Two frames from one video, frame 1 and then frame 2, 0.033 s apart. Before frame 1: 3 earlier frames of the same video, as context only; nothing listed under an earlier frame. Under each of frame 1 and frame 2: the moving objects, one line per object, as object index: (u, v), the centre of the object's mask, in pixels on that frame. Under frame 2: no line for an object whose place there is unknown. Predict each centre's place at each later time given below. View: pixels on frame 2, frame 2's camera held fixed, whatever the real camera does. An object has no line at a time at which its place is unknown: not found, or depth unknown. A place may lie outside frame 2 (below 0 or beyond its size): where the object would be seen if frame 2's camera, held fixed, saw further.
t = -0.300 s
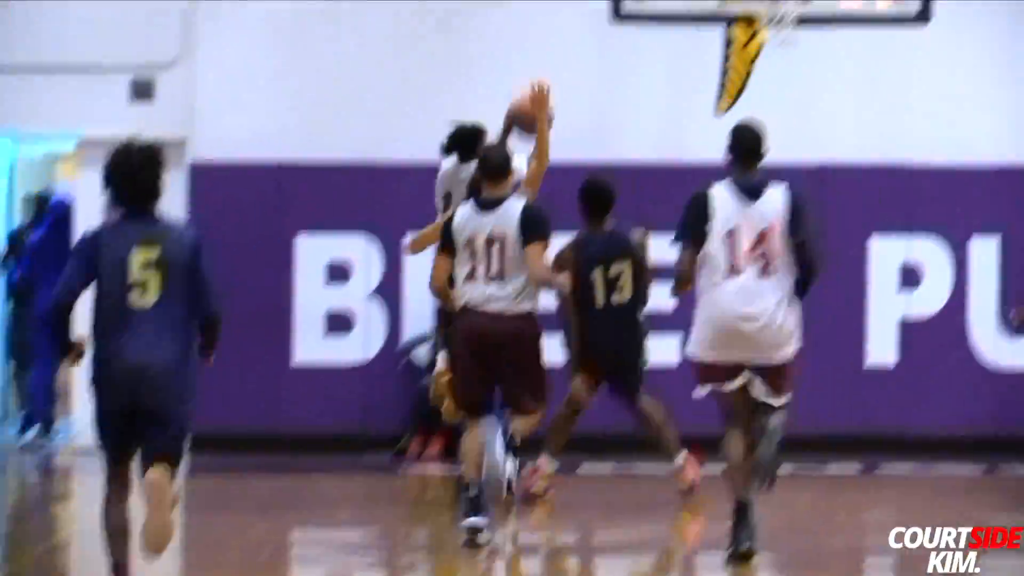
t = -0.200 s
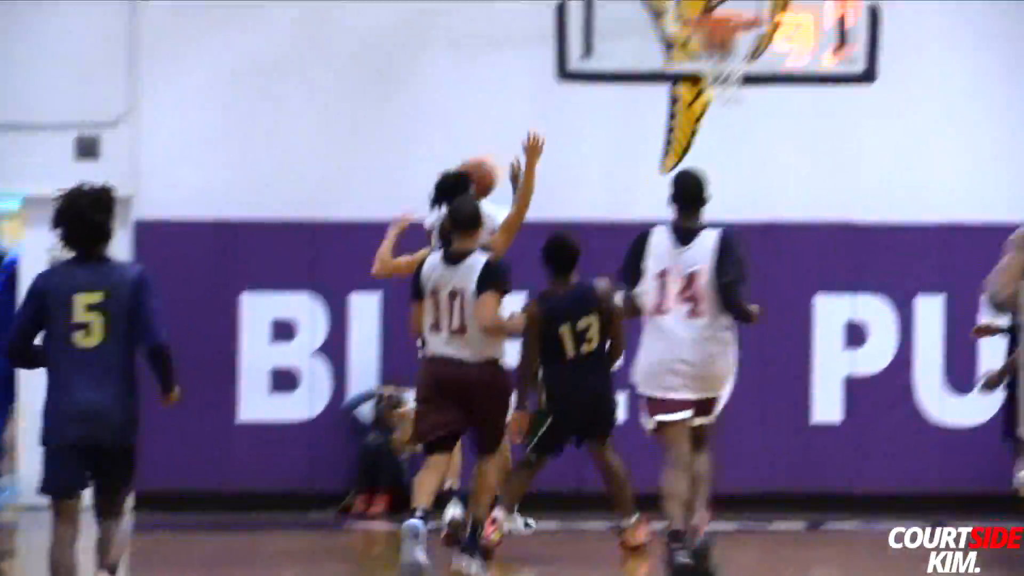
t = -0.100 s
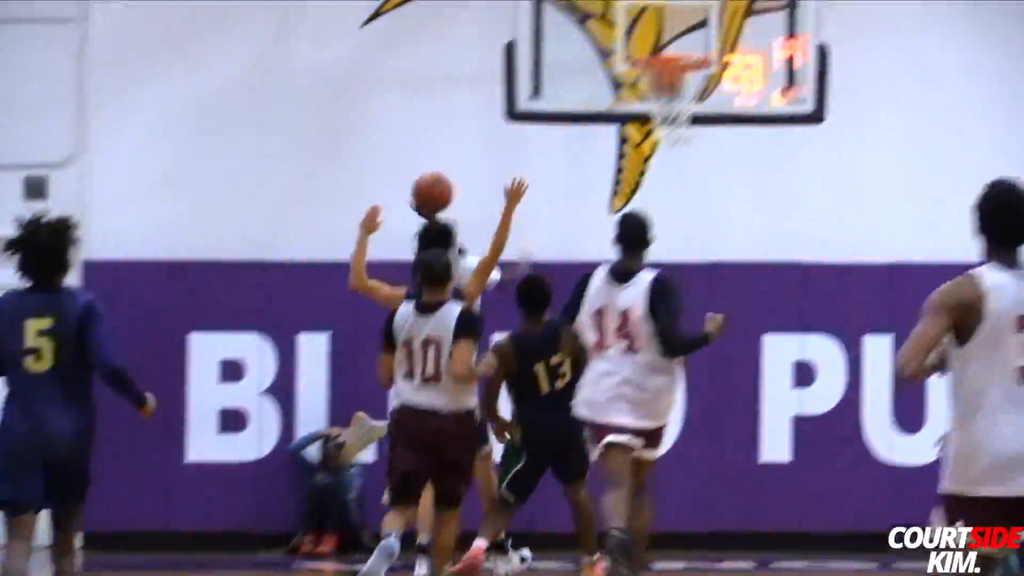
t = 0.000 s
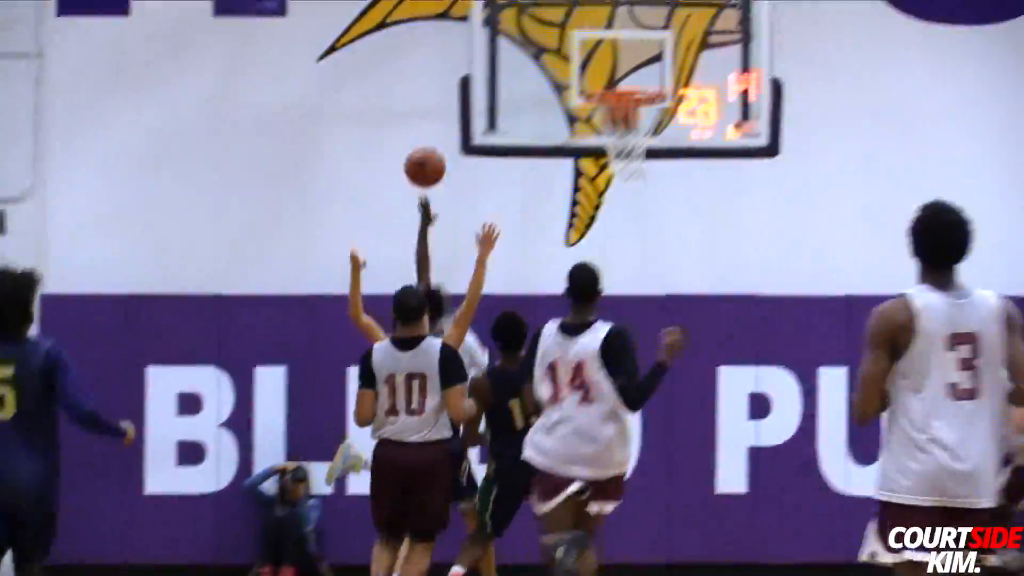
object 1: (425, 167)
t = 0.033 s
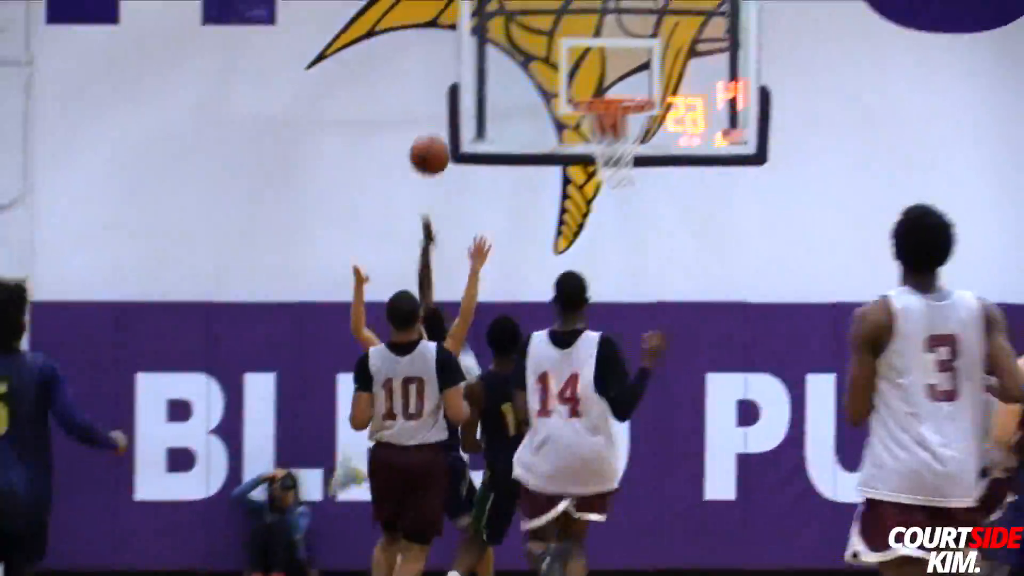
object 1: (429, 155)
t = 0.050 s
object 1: (438, 145)
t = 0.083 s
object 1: (455, 127)
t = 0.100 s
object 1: (462, 120)
